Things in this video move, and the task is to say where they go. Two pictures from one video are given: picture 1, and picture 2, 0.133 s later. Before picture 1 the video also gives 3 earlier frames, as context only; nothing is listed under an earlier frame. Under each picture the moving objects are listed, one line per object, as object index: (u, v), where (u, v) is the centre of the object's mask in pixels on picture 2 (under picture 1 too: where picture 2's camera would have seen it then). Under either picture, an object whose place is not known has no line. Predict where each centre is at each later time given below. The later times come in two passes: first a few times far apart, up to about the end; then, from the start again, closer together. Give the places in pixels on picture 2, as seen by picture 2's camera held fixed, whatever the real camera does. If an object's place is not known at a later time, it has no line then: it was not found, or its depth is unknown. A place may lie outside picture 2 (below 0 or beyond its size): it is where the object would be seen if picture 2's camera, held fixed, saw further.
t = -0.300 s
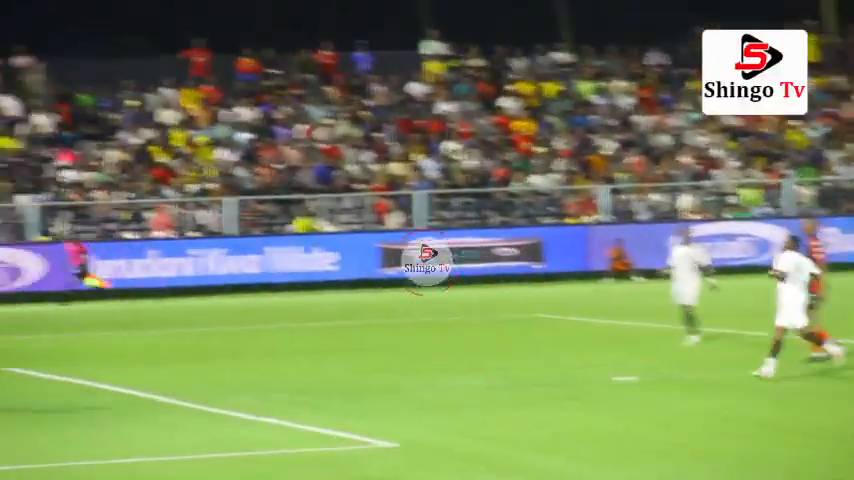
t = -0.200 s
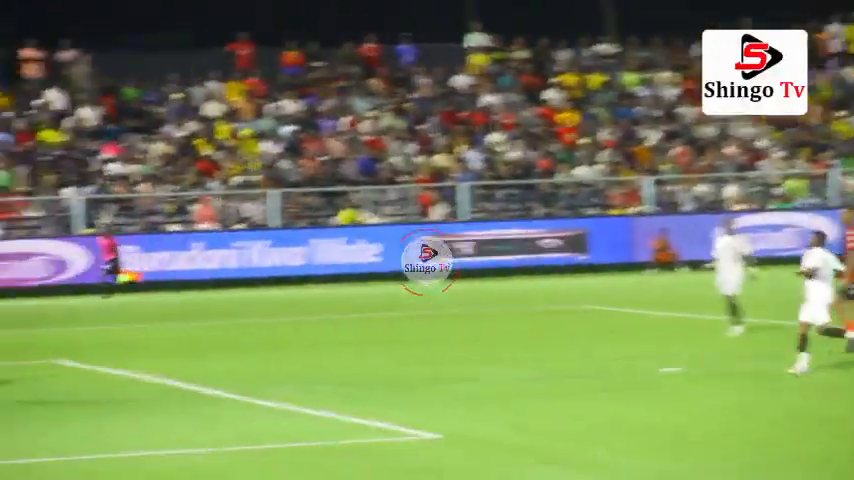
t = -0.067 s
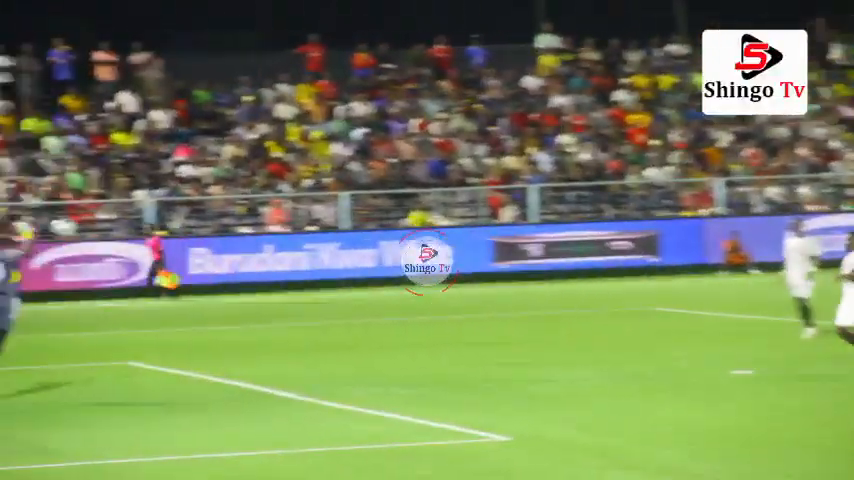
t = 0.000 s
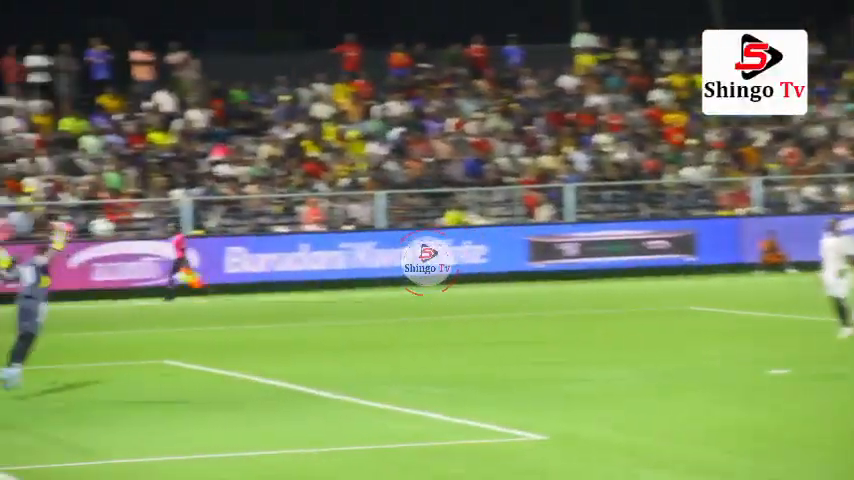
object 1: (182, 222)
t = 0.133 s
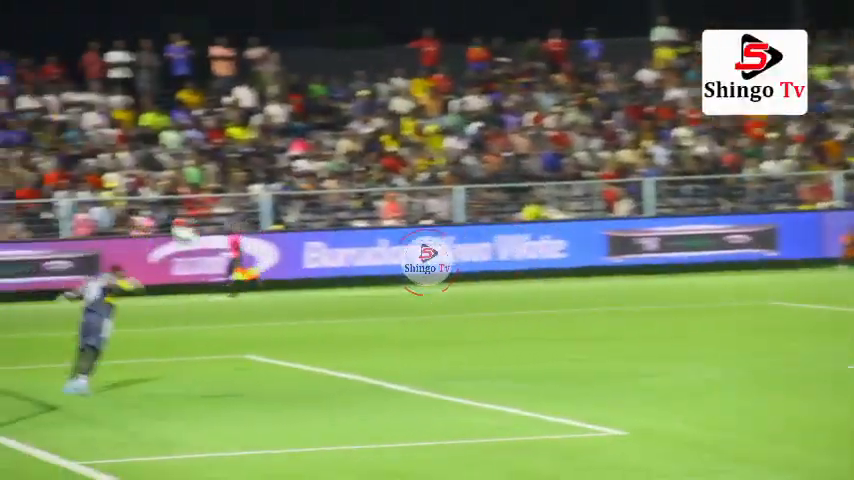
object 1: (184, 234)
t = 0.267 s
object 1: (187, 262)
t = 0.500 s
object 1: (196, 341)
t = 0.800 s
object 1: (179, 315)
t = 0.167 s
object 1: (183, 240)
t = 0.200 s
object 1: (187, 246)
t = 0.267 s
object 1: (187, 262)
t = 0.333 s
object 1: (191, 283)
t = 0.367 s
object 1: (191, 291)
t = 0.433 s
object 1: (194, 315)
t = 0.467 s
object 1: (196, 328)
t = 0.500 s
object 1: (196, 341)
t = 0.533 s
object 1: (197, 356)
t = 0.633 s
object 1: (193, 353)
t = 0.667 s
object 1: (190, 345)
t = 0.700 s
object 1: (187, 336)
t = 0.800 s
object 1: (179, 315)
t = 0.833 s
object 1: (177, 310)
